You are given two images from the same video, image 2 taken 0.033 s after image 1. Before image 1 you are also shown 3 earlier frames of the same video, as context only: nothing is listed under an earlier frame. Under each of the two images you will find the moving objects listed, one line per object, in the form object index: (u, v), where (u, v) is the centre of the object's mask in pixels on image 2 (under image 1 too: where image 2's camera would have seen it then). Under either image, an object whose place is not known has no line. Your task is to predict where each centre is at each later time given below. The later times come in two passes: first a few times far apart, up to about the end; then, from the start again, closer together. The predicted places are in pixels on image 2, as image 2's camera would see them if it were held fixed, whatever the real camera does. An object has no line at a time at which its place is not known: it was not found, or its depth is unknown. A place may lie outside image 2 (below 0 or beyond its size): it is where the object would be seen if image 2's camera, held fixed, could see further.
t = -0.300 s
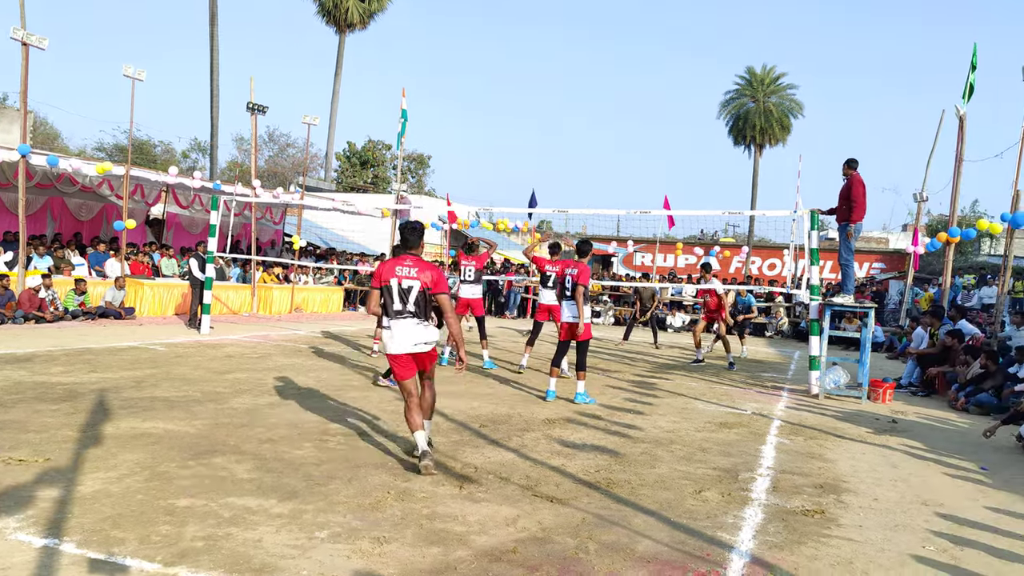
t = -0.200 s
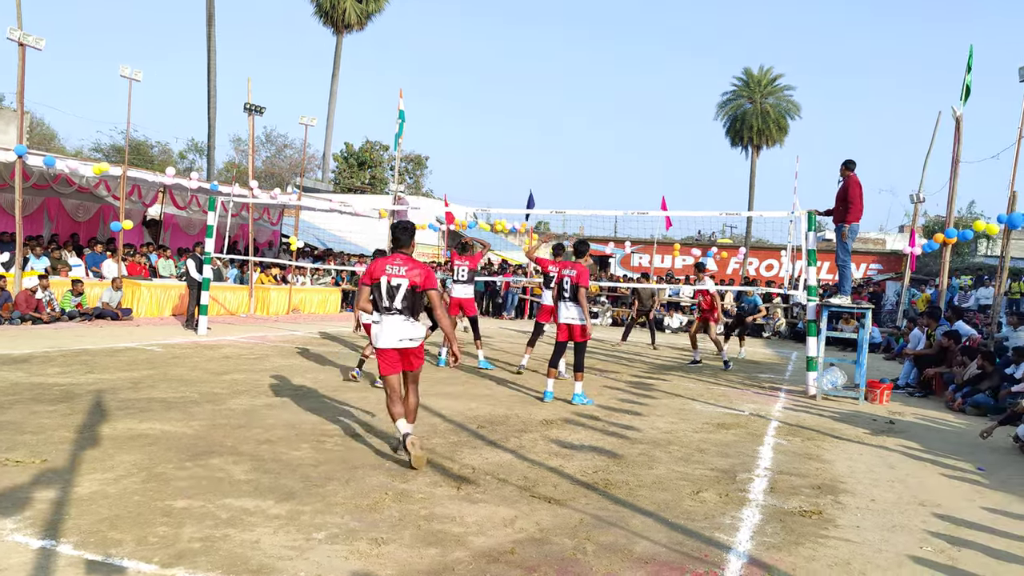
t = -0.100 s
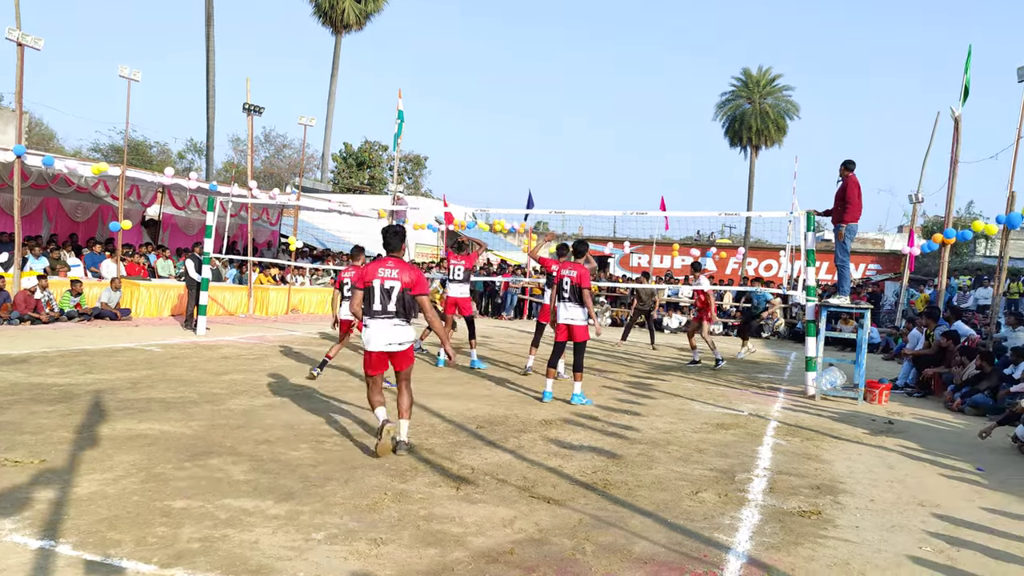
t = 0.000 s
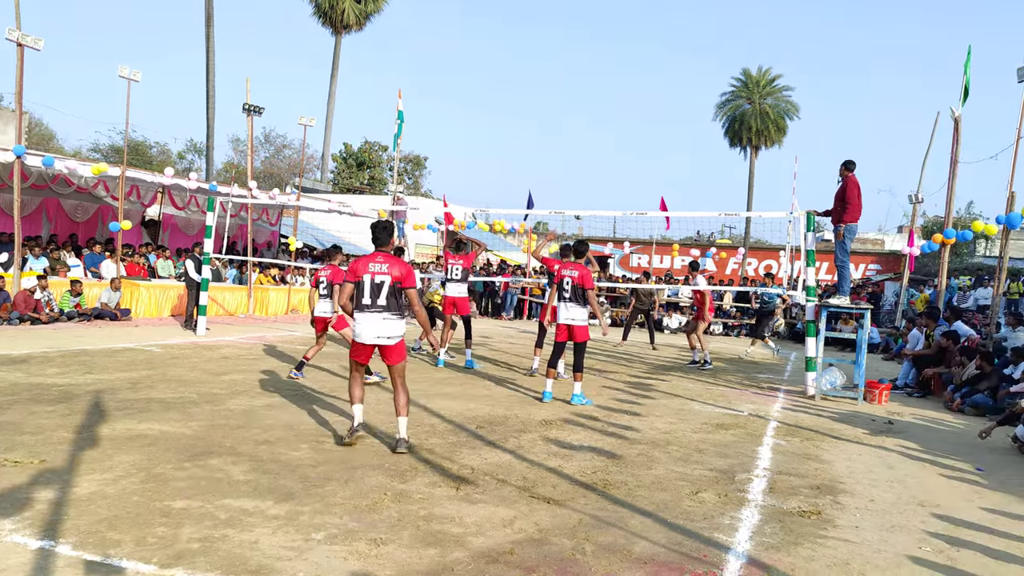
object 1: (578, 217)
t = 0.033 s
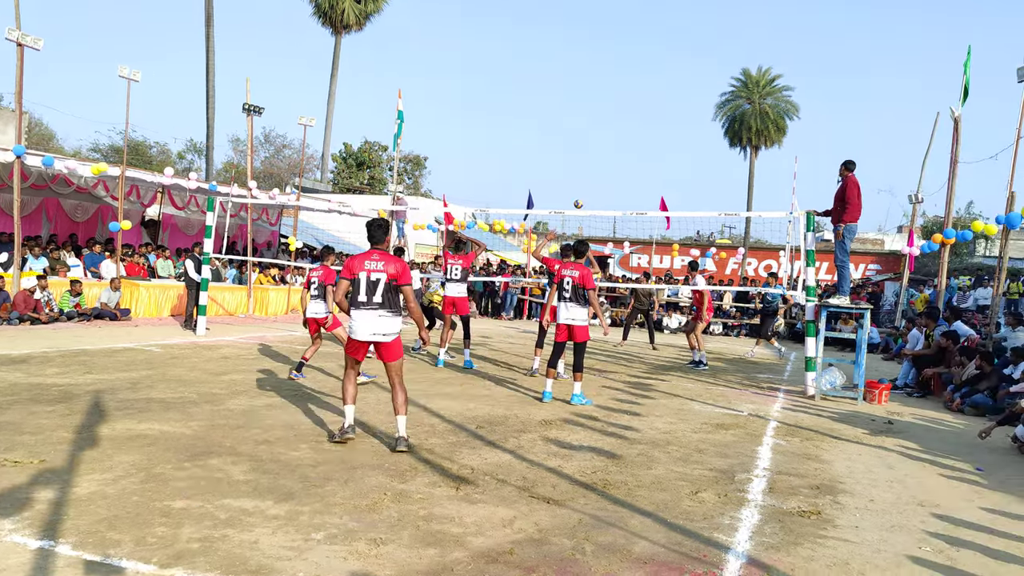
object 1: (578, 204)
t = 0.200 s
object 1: (576, 155)
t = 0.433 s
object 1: (572, 105)
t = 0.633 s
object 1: (566, 80)
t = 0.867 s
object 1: (558, 75)
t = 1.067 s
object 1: (549, 90)
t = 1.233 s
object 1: (540, 118)
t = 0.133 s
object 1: (577, 173)
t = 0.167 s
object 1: (577, 164)
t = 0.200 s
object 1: (576, 155)
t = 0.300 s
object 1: (575, 130)
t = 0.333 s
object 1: (574, 123)
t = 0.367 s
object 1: (573, 117)
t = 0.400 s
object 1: (572, 111)
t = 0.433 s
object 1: (572, 105)
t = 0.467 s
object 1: (571, 100)
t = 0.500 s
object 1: (570, 95)
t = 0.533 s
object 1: (569, 90)
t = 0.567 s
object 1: (568, 86)
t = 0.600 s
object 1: (567, 83)
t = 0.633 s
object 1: (566, 80)
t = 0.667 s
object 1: (565, 78)
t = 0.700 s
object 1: (564, 76)
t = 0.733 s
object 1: (563, 75)
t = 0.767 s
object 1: (561, 74)
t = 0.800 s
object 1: (560, 74)
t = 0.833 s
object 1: (559, 74)
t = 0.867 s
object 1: (558, 75)
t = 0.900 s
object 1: (556, 76)
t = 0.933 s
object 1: (555, 78)
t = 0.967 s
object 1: (554, 80)
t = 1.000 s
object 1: (552, 83)
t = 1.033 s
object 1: (551, 86)
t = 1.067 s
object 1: (549, 90)
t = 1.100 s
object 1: (547, 95)
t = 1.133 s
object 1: (545, 100)
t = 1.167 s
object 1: (543, 106)
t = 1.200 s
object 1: (542, 112)
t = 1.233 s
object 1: (540, 118)
